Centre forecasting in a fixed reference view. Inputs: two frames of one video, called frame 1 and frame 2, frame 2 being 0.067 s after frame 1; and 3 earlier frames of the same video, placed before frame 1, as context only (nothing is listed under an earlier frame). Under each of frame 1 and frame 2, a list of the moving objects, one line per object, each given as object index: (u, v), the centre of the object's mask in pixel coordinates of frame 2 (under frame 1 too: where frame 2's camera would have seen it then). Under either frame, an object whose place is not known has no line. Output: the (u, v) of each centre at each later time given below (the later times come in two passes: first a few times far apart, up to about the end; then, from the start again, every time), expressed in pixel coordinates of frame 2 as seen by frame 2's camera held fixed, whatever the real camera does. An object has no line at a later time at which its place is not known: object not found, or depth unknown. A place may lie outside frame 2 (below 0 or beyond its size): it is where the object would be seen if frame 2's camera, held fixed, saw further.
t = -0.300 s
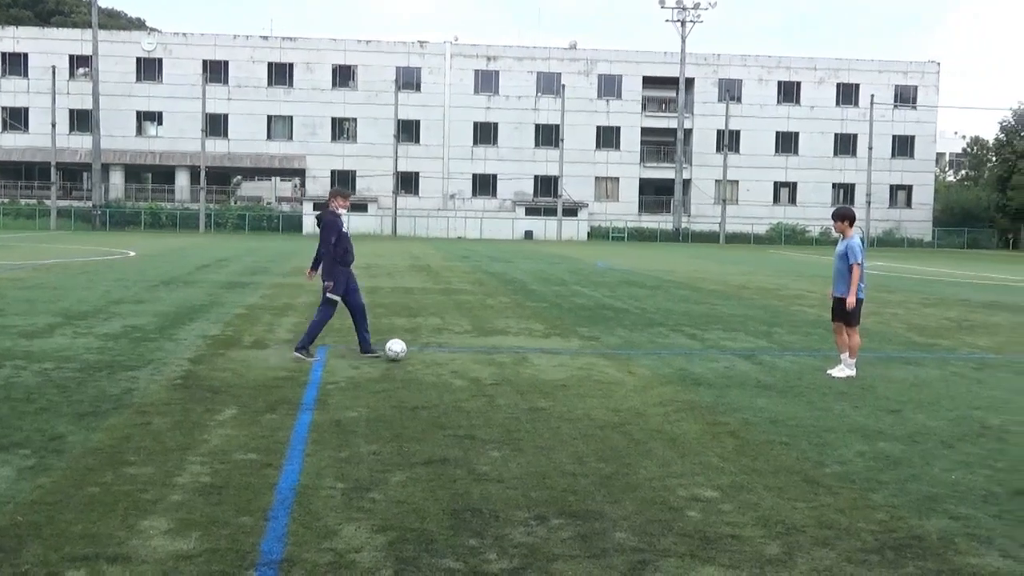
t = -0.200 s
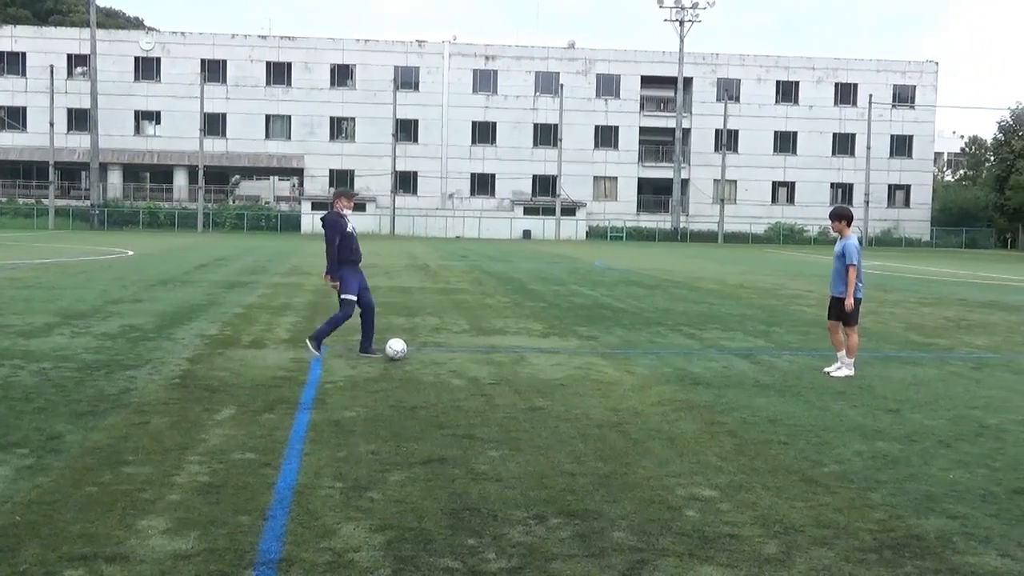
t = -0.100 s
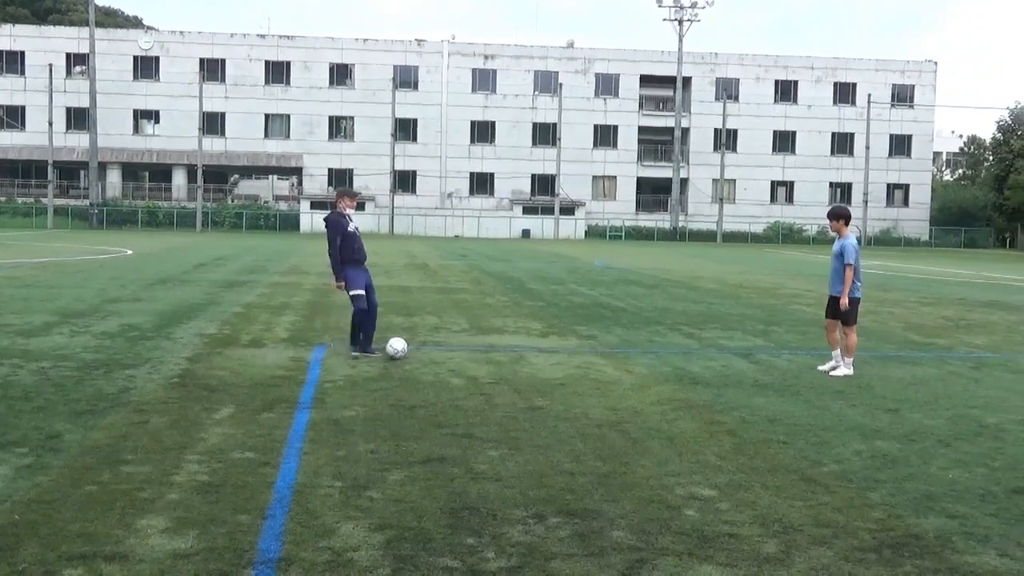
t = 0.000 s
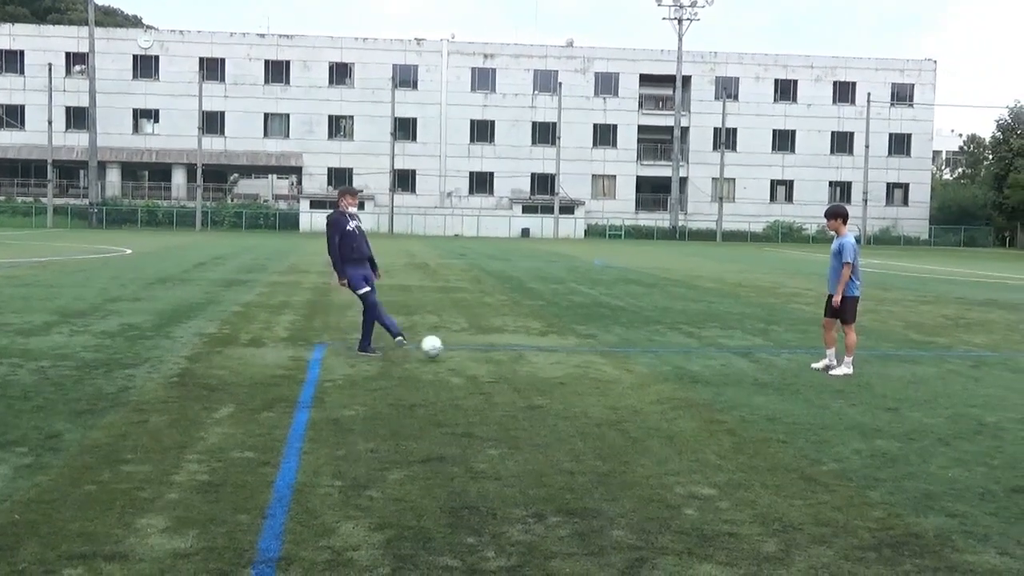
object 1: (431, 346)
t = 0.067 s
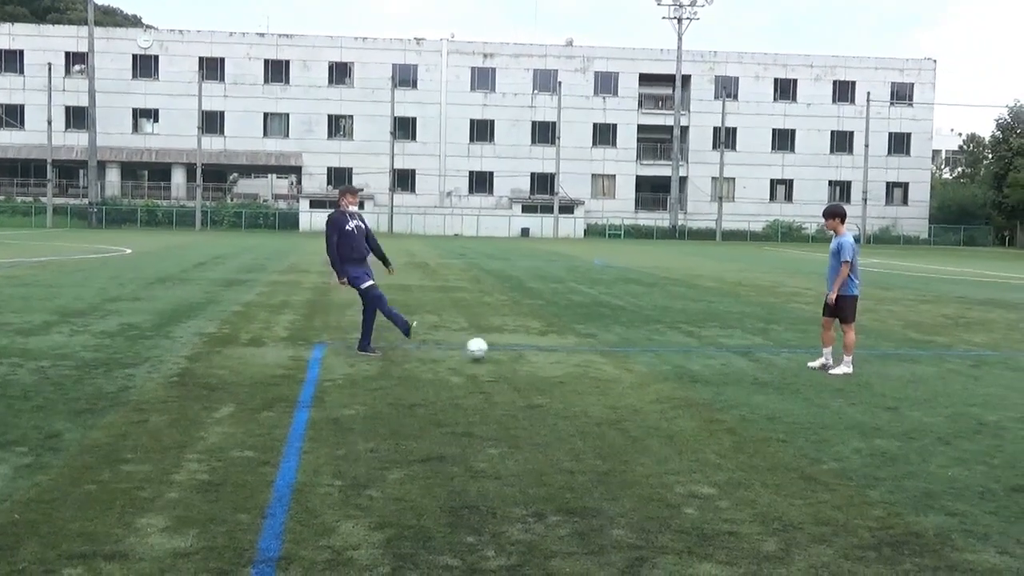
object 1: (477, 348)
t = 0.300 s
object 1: (627, 359)
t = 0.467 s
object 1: (726, 362)
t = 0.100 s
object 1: (500, 352)
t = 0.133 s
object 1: (522, 353)
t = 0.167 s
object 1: (543, 352)
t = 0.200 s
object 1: (564, 352)
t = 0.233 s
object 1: (586, 354)
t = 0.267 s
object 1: (606, 356)
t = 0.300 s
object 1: (627, 359)
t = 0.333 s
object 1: (648, 358)
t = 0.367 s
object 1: (667, 358)
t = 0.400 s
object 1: (687, 360)
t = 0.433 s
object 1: (707, 362)
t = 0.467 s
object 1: (726, 362)
